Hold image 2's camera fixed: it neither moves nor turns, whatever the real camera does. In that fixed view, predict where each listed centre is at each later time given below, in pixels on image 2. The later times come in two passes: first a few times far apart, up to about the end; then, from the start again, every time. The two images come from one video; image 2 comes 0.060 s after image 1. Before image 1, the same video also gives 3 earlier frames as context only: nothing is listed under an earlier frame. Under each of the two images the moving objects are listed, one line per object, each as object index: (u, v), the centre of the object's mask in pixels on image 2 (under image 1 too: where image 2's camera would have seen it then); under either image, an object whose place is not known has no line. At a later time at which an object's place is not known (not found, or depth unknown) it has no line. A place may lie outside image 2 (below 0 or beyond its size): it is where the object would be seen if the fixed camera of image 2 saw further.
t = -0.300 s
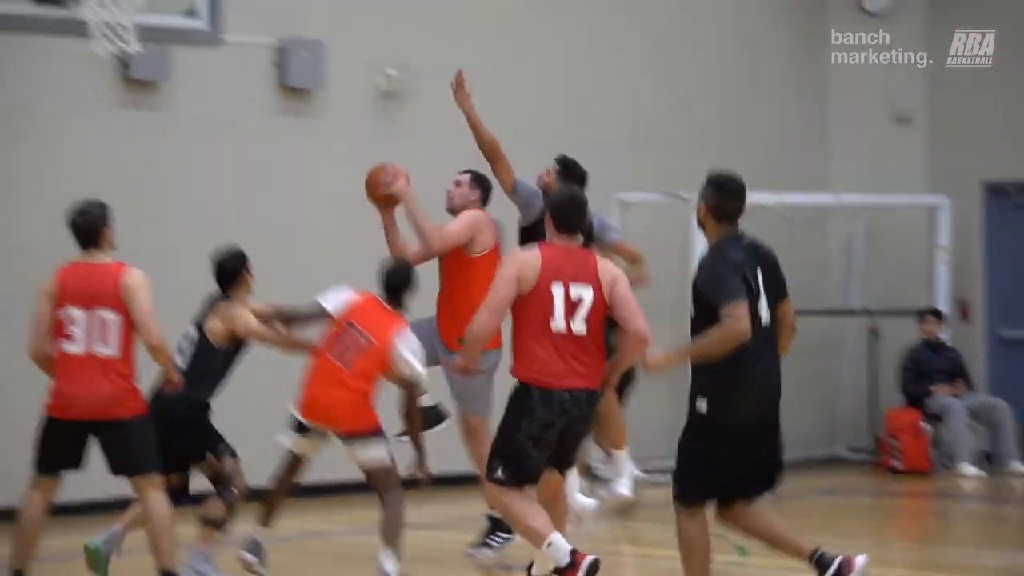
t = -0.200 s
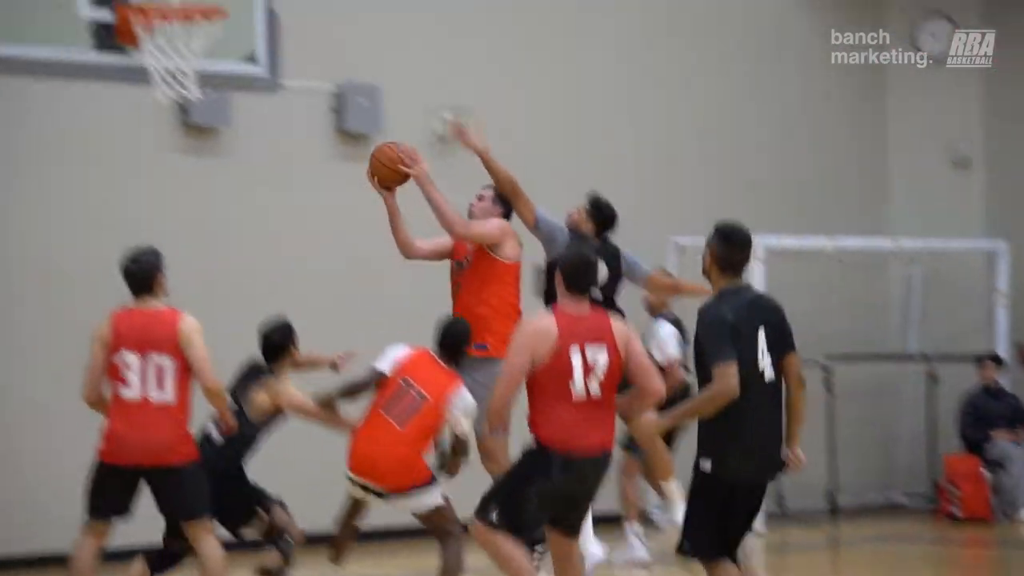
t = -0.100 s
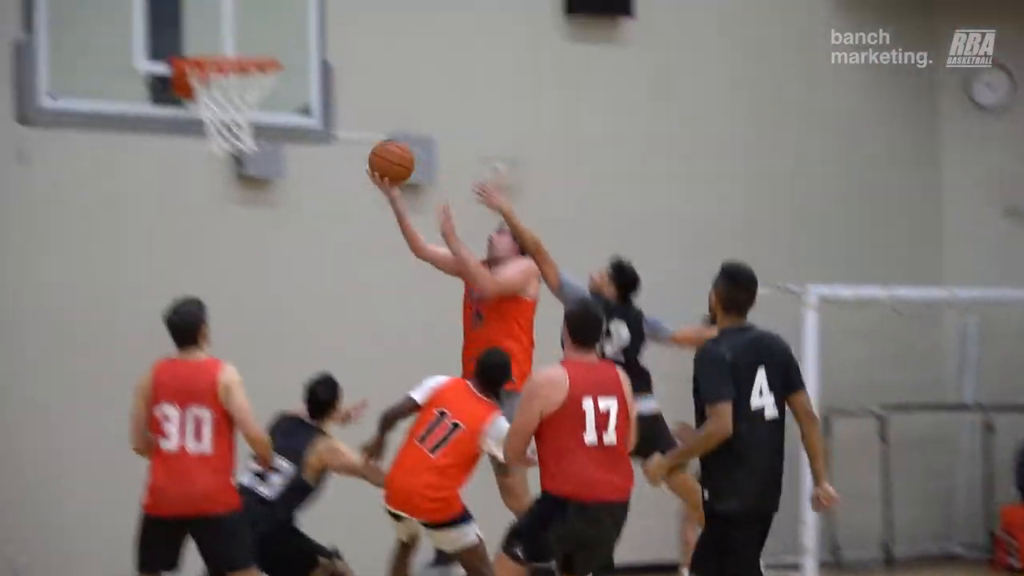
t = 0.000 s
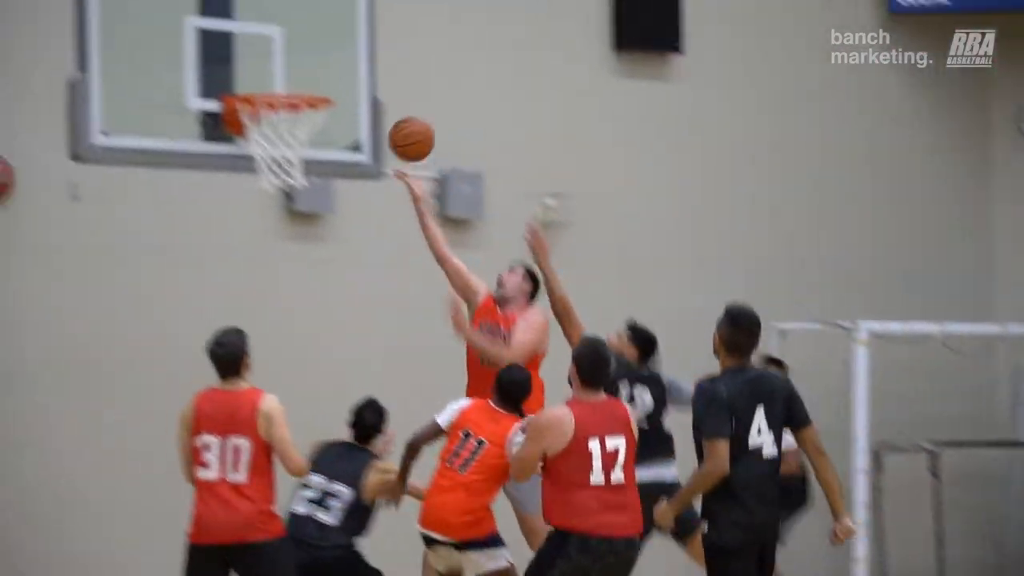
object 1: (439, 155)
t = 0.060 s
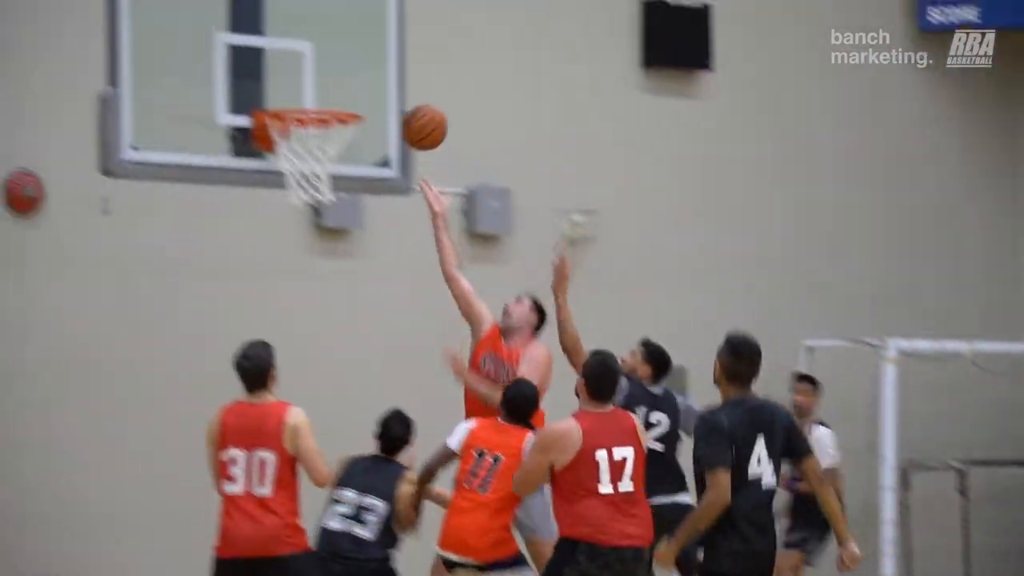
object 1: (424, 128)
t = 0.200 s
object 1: (388, 88)
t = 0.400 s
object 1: (336, 93)
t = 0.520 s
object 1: (304, 138)
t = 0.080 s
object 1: (419, 120)
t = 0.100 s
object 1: (414, 112)
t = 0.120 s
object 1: (408, 106)
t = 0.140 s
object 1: (403, 101)
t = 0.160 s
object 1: (398, 96)
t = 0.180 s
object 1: (393, 92)
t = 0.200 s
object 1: (388, 88)
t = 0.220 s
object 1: (382, 86)
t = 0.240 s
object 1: (378, 84)
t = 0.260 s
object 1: (372, 83)
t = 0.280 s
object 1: (367, 83)
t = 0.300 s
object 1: (362, 83)
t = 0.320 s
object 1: (357, 84)
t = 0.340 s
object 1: (352, 86)
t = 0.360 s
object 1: (347, 88)
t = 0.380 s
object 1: (342, 91)
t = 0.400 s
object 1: (336, 93)
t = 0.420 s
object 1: (331, 95)
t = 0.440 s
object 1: (326, 98)
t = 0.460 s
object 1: (320, 110)
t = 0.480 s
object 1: (315, 122)
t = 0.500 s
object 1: (311, 129)
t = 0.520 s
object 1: (304, 138)
